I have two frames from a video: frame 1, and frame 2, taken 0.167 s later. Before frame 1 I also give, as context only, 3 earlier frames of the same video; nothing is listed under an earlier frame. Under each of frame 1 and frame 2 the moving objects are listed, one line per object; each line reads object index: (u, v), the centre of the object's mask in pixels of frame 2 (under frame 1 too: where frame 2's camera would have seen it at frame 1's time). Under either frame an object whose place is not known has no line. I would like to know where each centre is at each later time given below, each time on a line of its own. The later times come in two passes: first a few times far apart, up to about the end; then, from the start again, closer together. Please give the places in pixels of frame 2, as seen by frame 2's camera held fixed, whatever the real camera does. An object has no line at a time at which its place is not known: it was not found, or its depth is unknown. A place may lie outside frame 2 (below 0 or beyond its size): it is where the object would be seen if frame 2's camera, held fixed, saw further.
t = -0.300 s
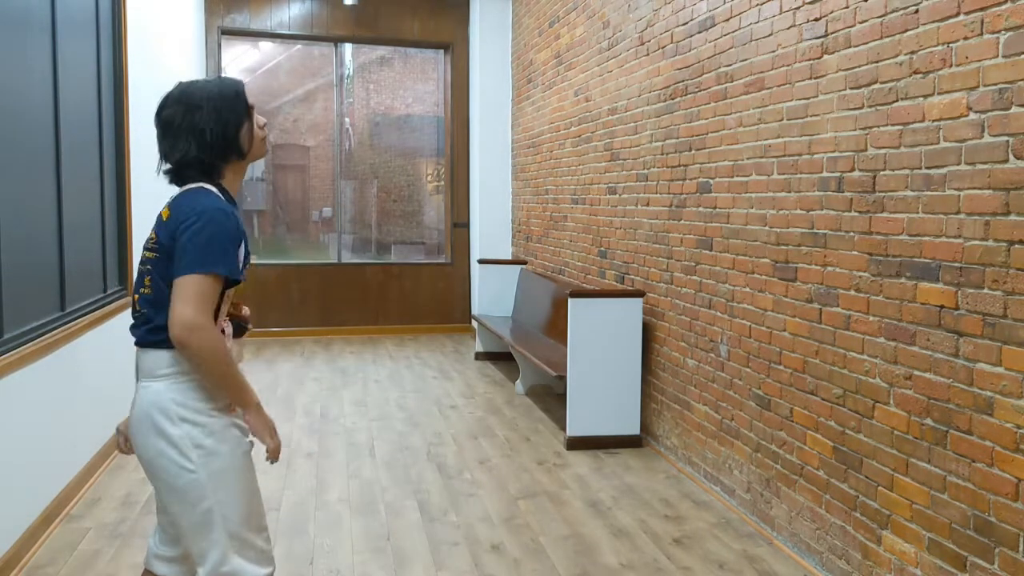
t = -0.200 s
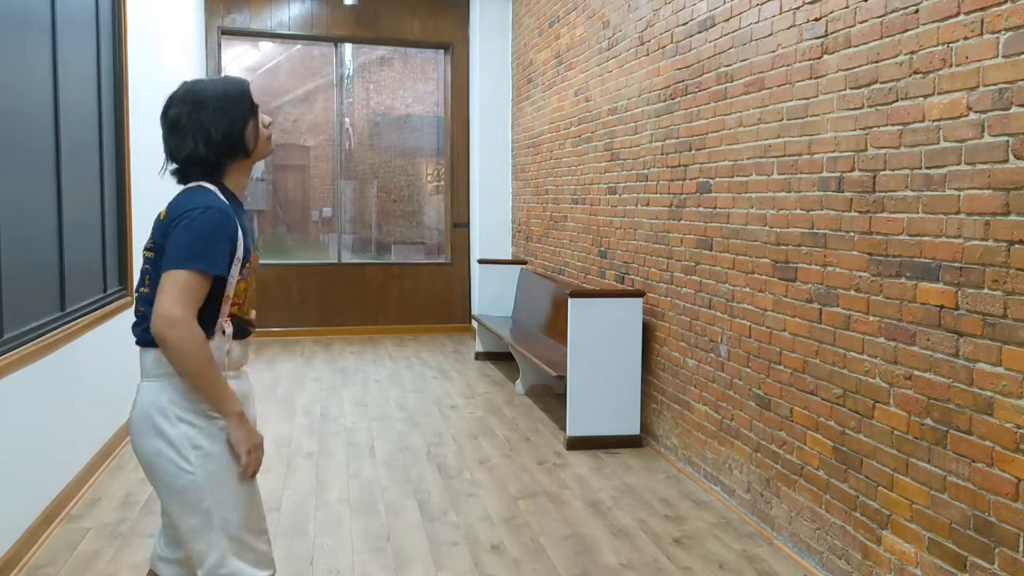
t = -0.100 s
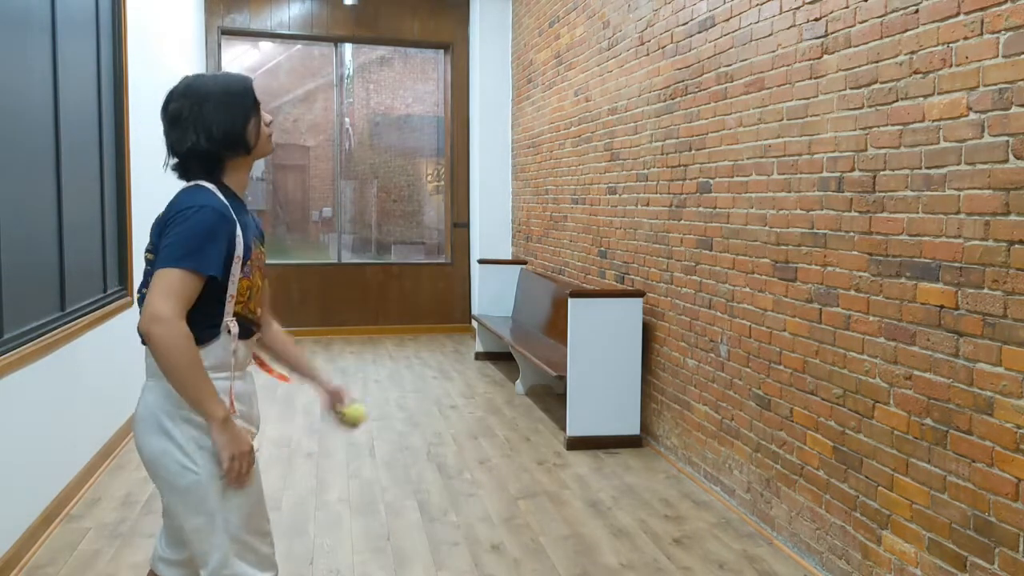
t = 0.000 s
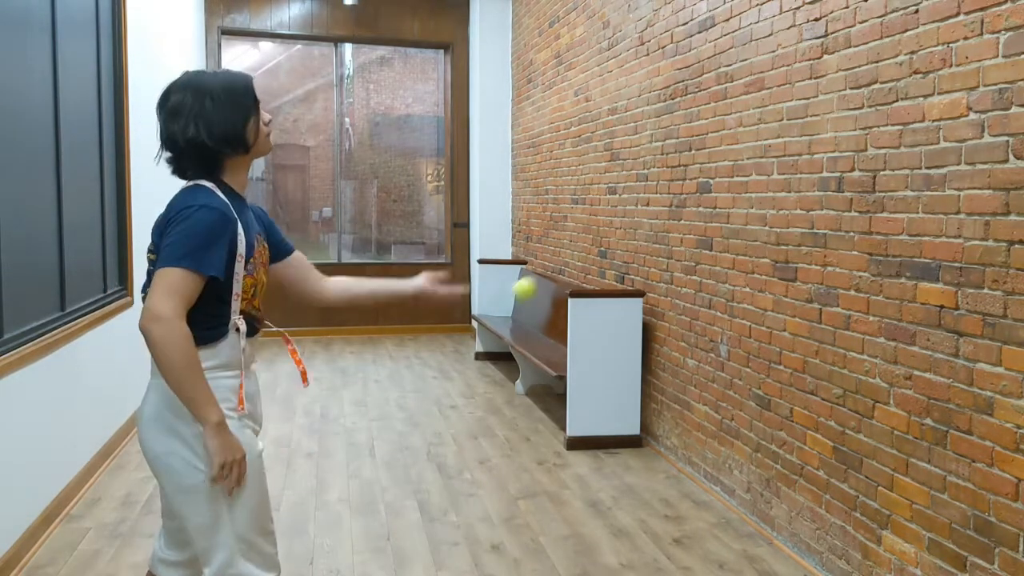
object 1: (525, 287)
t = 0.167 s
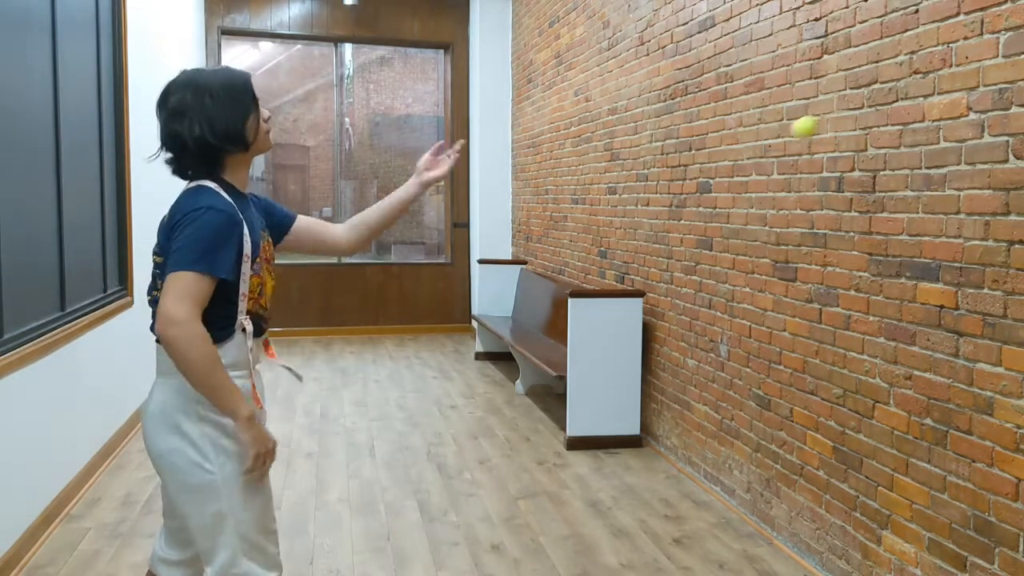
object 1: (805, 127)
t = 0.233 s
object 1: (915, 86)
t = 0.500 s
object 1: (622, 99)
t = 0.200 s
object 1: (861, 104)
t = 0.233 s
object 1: (915, 86)
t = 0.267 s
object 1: (926, 73)
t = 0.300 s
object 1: (886, 65)
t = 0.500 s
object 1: (622, 99)
